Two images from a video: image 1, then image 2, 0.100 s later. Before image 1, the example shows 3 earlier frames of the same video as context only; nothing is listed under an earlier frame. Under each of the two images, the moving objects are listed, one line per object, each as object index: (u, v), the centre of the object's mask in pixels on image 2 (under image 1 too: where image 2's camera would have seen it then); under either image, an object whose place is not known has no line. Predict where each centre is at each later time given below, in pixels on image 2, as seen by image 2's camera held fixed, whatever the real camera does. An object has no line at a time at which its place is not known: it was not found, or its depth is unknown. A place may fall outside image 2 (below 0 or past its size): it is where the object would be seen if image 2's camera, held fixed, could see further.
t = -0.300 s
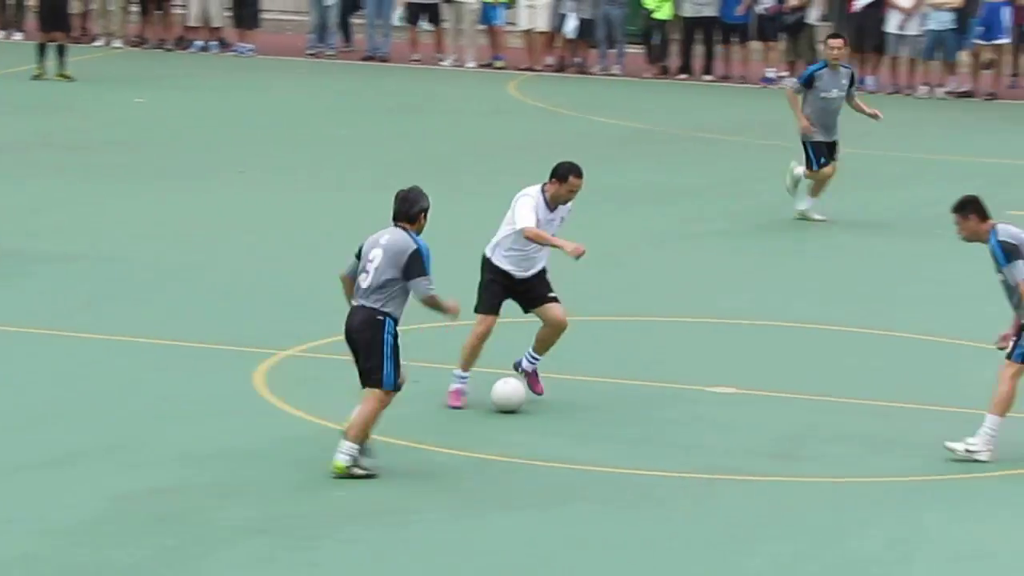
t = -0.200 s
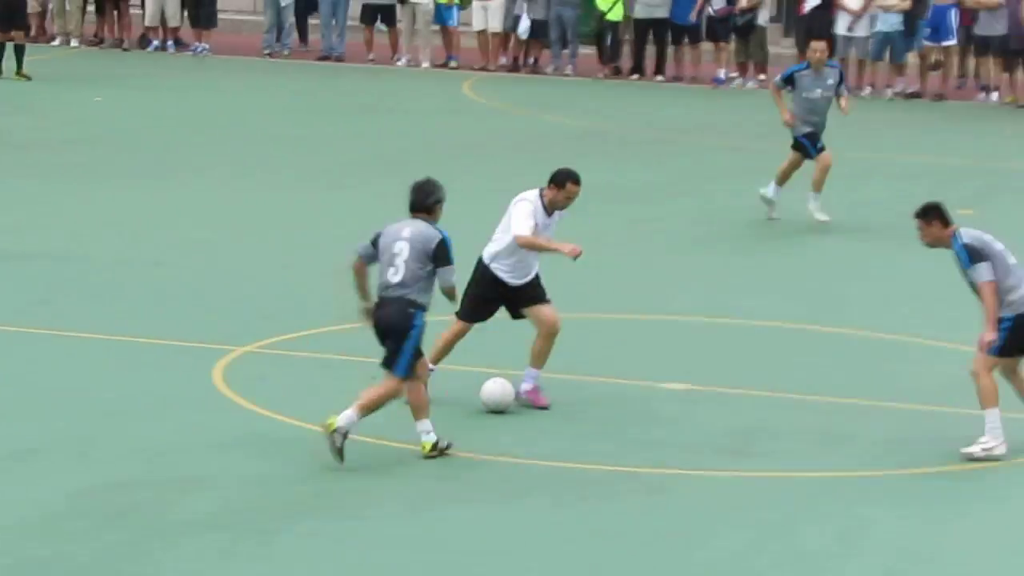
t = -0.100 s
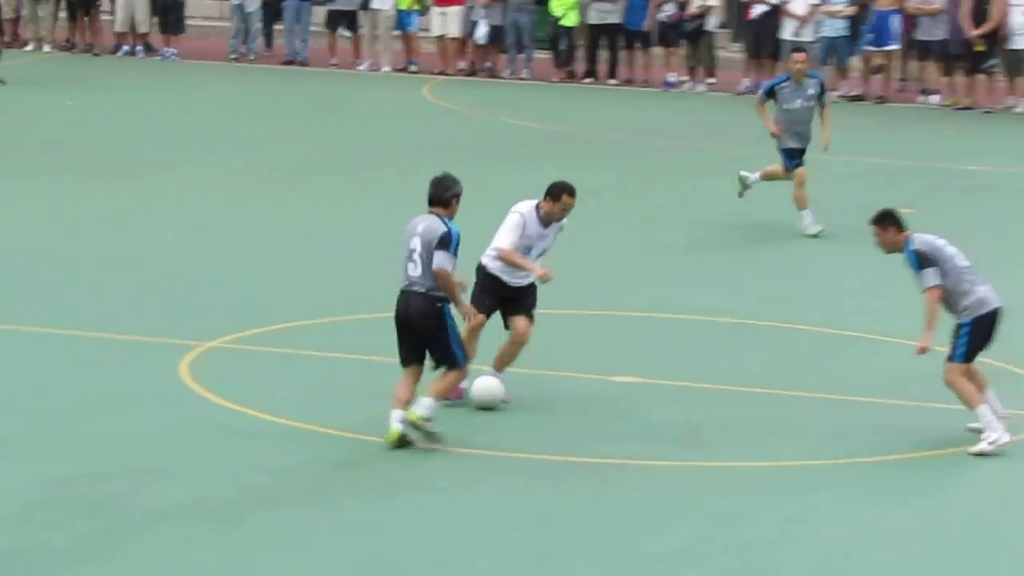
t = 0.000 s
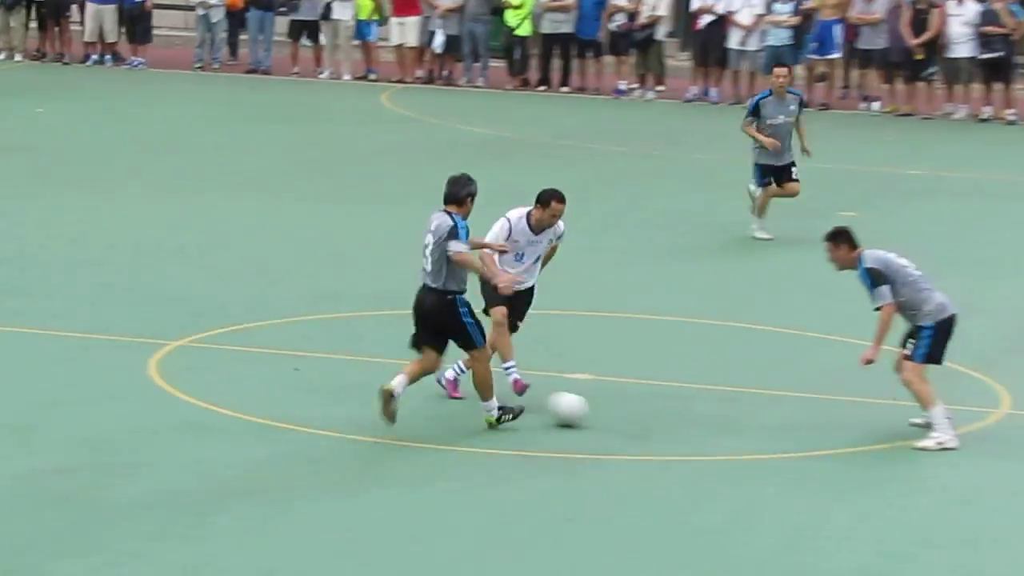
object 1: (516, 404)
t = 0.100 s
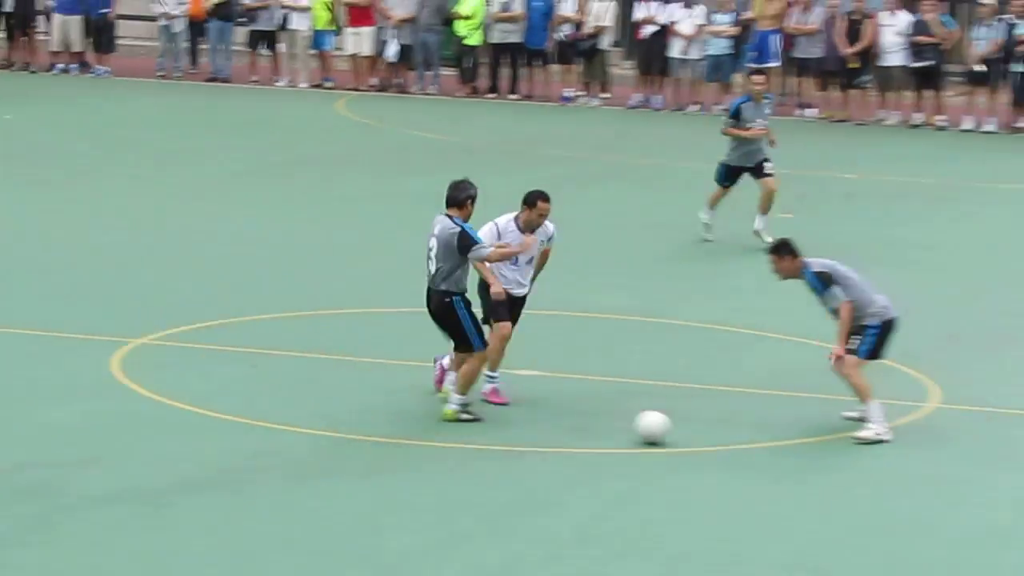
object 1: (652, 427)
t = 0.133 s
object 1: (697, 435)
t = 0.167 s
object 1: (742, 442)
